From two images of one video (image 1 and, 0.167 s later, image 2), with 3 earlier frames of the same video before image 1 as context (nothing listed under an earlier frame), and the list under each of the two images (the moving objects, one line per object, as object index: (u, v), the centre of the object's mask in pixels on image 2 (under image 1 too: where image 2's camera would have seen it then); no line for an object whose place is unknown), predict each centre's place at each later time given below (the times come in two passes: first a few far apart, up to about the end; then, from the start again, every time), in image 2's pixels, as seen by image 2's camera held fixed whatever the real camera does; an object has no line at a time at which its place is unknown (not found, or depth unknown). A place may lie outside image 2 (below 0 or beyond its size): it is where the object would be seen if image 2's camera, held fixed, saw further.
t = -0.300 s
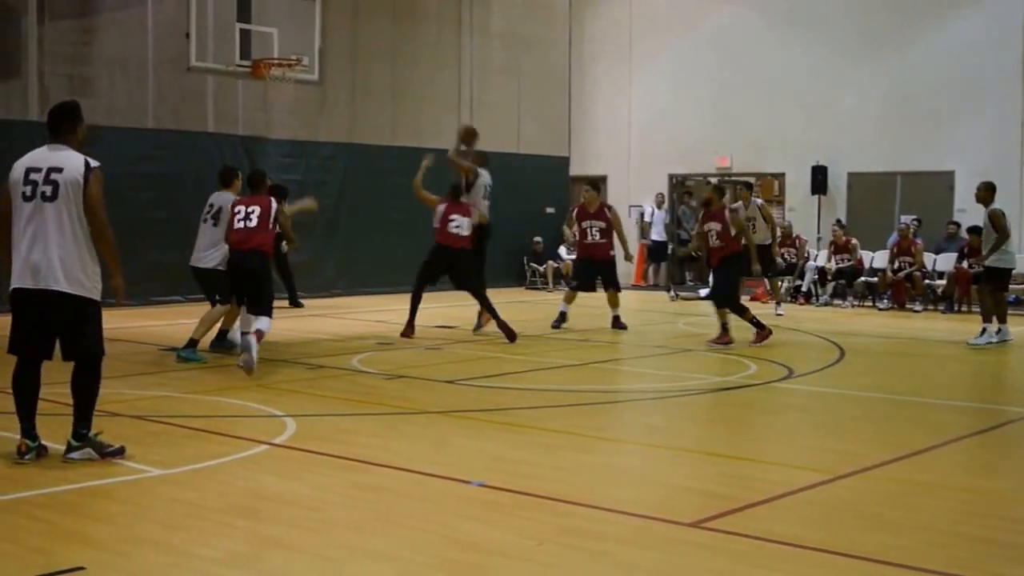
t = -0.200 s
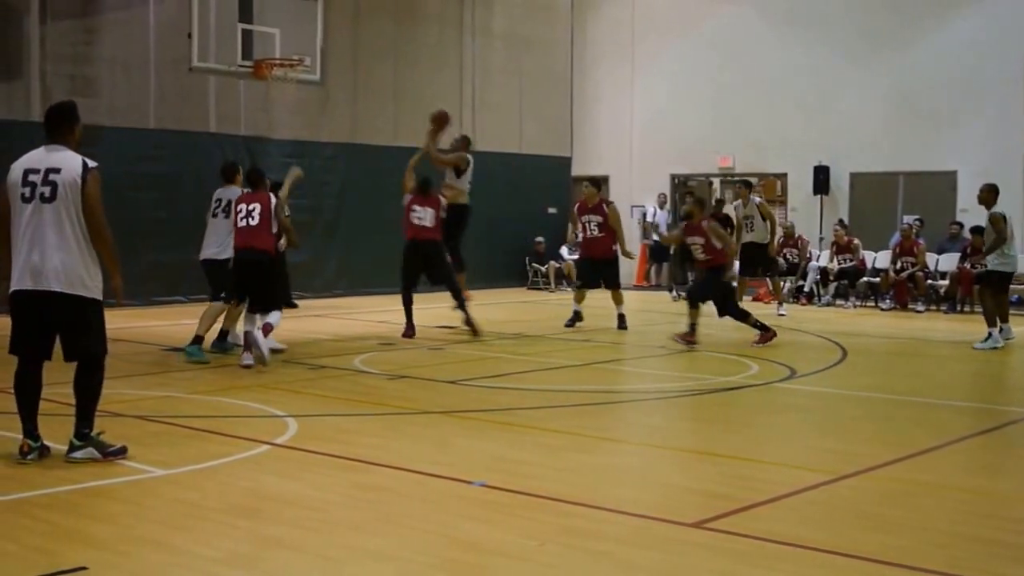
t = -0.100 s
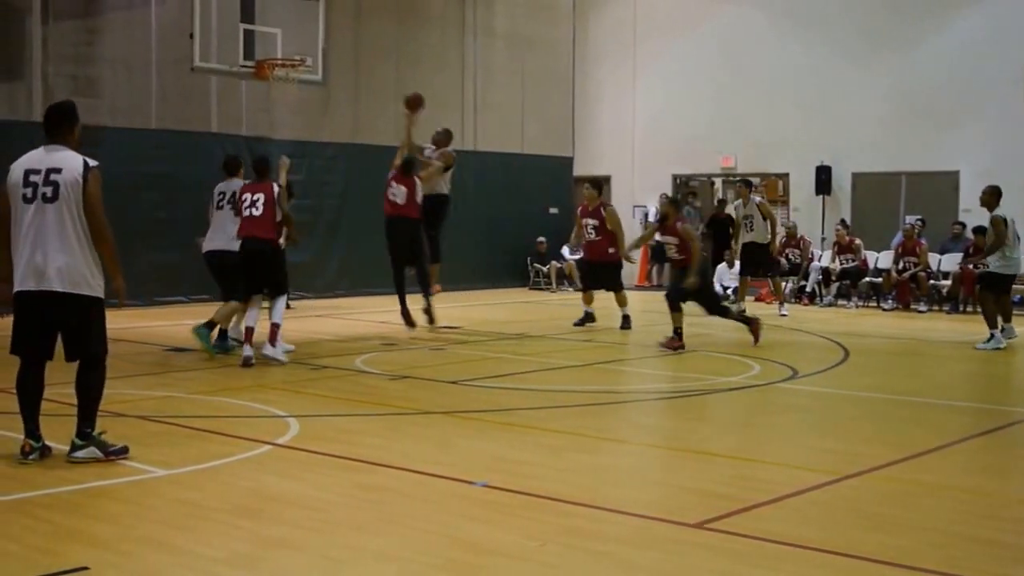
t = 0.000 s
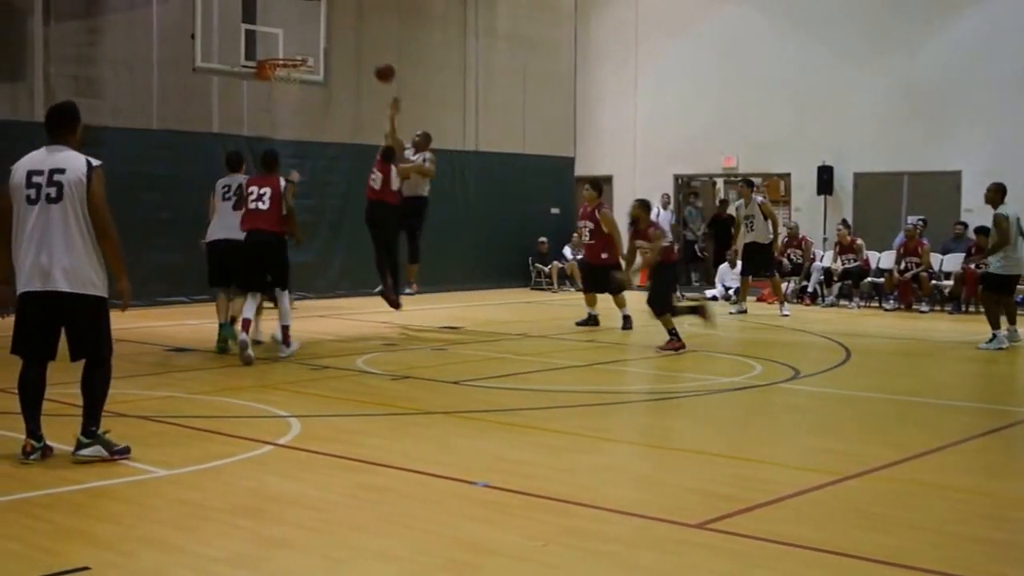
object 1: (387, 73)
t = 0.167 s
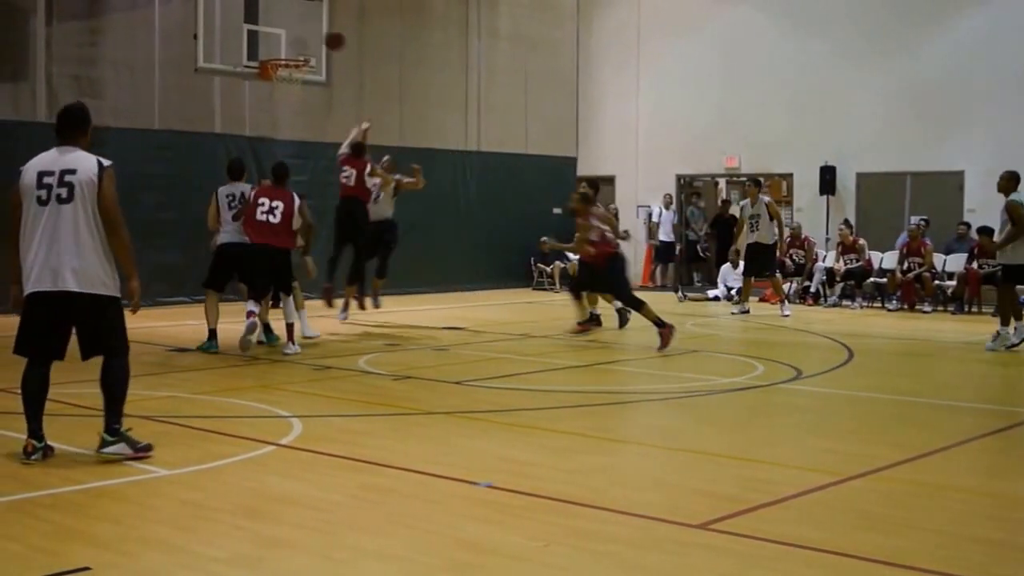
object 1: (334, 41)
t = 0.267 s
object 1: (303, 32)
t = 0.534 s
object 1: (297, 46)
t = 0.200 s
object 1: (324, 36)
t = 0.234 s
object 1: (313, 34)
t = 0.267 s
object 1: (303, 32)
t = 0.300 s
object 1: (301, 30)
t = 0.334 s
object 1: (301, 30)
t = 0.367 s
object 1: (300, 31)
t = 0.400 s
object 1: (299, 32)
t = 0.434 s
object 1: (299, 34)
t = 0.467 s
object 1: (298, 37)
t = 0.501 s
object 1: (297, 41)
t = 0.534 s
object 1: (297, 46)
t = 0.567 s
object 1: (296, 50)
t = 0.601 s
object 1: (296, 47)
